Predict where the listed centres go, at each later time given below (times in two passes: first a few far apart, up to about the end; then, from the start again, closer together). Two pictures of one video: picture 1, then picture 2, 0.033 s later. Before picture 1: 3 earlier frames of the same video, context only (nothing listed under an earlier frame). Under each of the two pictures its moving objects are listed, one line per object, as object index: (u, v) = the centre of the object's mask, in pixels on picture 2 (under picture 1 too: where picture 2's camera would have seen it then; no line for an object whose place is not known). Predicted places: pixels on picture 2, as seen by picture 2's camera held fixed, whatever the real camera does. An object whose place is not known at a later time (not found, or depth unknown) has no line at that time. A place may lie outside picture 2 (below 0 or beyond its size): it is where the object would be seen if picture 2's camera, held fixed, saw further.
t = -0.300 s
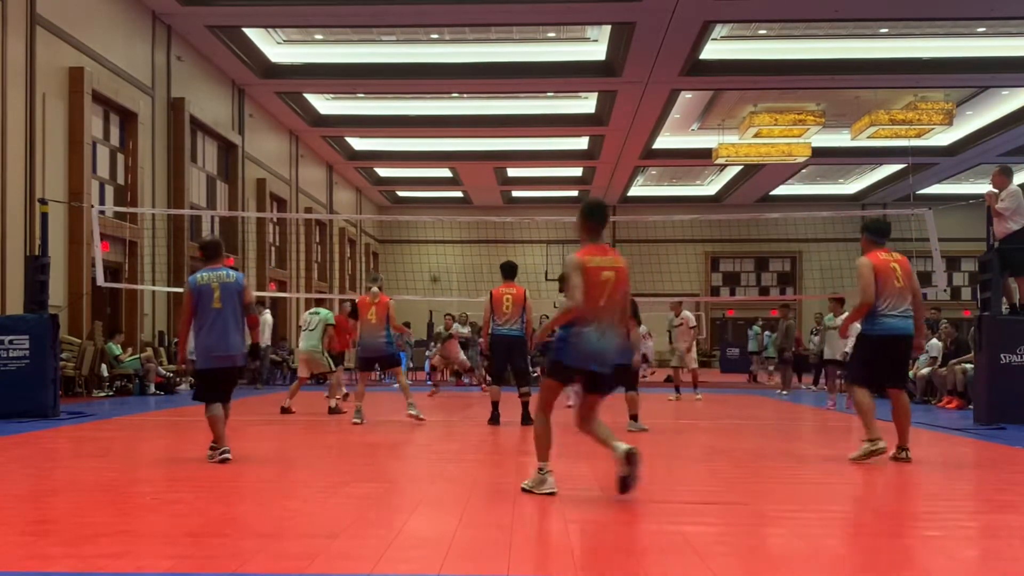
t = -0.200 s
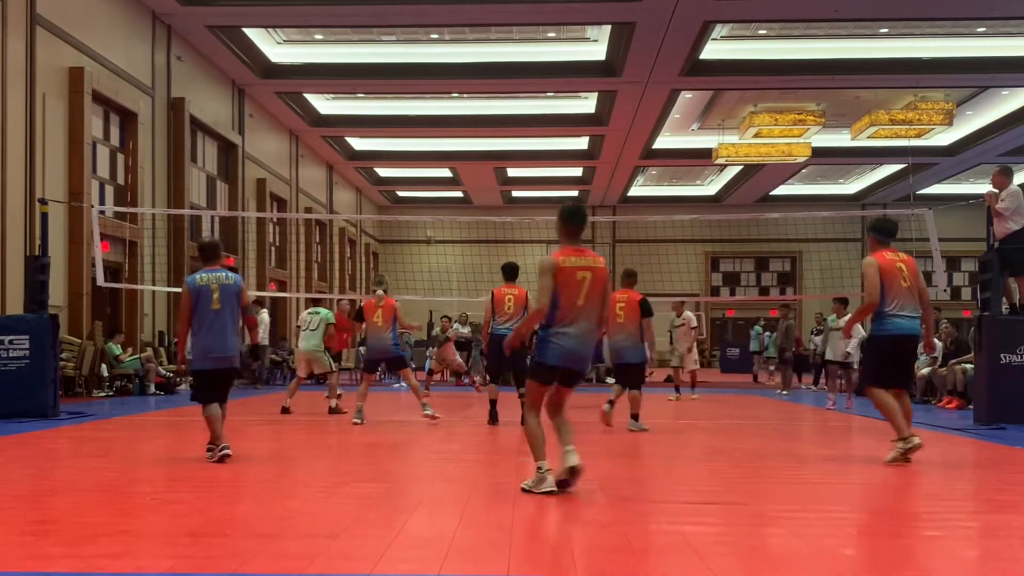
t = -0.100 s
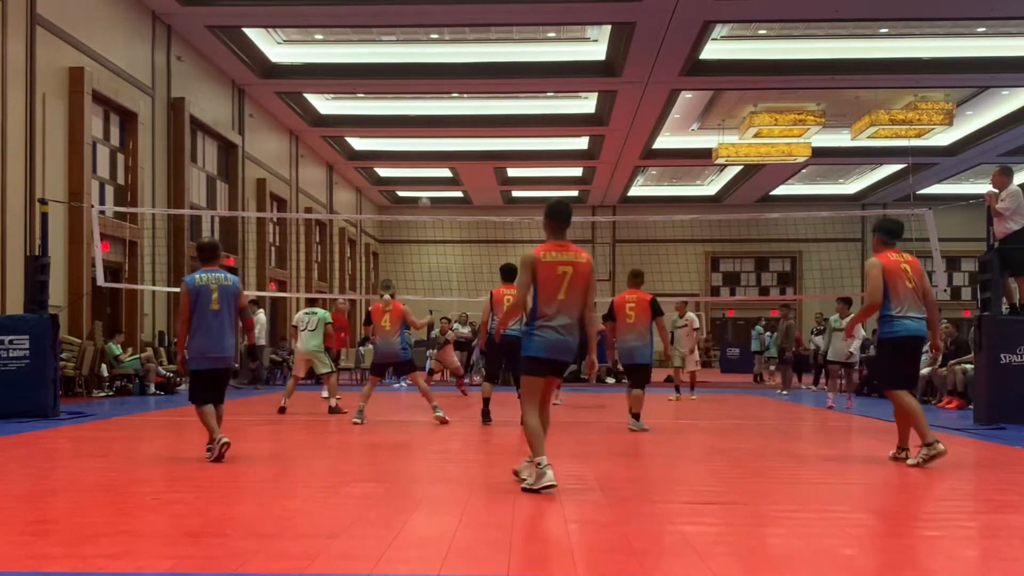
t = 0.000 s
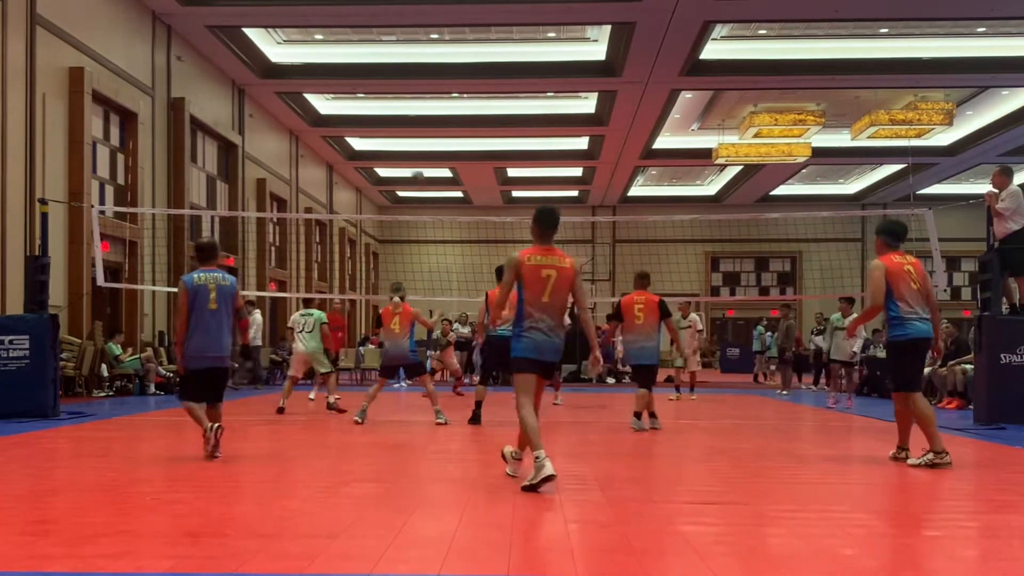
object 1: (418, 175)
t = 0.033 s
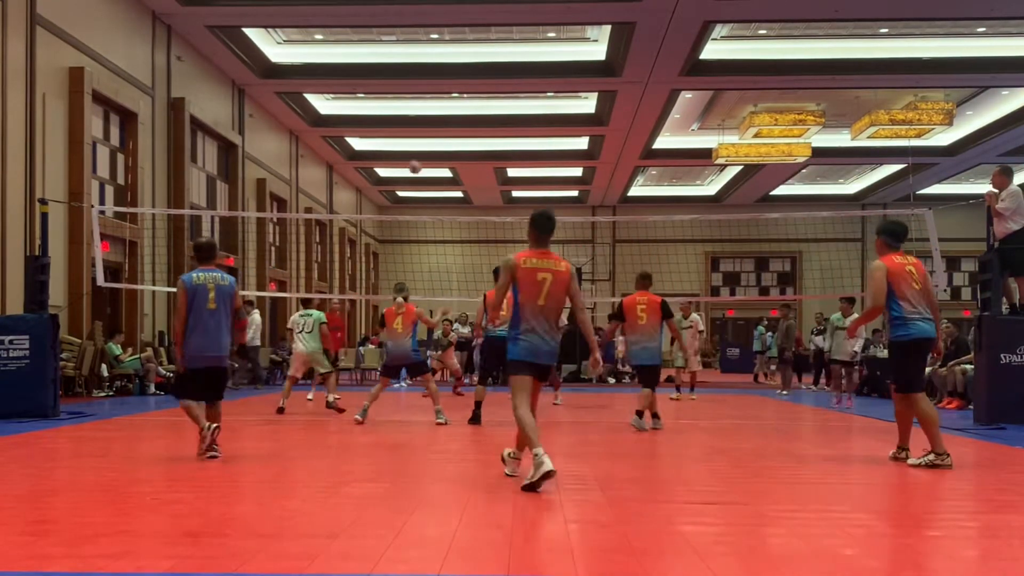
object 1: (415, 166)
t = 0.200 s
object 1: (403, 133)
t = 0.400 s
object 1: (390, 121)
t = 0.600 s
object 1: (376, 131)
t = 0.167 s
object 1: (406, 141)
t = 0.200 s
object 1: (403, 133)
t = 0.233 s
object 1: (402, 130)
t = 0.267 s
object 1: (399, 126)
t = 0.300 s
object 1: (397, 124)
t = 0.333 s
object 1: (395, 122)
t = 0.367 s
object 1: (392, 122)
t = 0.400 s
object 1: (390, 121)
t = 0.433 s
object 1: (388, 121)
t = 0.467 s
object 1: (385, 122)
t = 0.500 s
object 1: (383, 123)
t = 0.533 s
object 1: (380, 124)
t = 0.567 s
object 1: (378, 126)
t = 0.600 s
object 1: (376, 131)
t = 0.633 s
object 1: (373, 137)
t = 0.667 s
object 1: (370, 144)
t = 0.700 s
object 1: (367, 150)
